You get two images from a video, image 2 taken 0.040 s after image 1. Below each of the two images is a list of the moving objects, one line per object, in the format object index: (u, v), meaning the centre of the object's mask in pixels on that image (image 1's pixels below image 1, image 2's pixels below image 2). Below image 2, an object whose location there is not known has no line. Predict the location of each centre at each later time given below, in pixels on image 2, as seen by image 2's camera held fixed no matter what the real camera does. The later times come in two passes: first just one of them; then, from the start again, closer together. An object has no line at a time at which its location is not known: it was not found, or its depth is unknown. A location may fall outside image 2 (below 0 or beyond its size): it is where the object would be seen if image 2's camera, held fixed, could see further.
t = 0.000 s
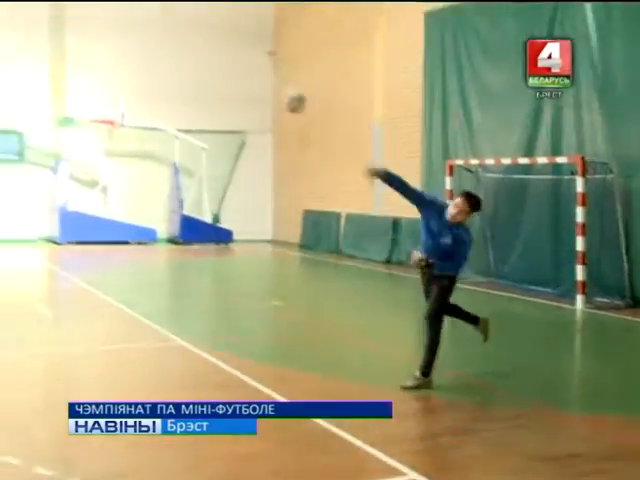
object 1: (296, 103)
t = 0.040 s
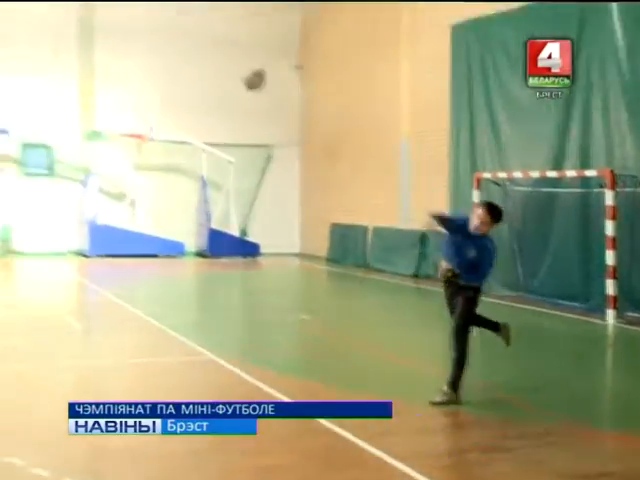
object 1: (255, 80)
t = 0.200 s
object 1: (-80, -80)
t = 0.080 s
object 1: (180, 41)
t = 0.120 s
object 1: (100, 1)
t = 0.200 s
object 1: (-80, -80)
